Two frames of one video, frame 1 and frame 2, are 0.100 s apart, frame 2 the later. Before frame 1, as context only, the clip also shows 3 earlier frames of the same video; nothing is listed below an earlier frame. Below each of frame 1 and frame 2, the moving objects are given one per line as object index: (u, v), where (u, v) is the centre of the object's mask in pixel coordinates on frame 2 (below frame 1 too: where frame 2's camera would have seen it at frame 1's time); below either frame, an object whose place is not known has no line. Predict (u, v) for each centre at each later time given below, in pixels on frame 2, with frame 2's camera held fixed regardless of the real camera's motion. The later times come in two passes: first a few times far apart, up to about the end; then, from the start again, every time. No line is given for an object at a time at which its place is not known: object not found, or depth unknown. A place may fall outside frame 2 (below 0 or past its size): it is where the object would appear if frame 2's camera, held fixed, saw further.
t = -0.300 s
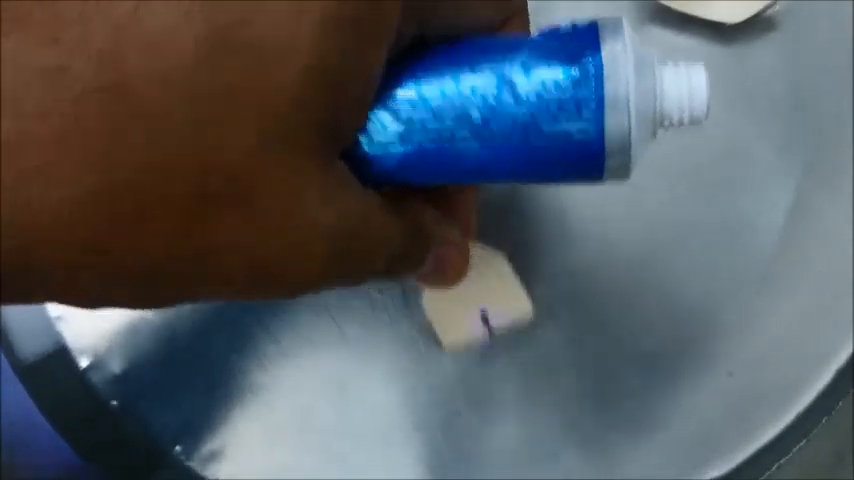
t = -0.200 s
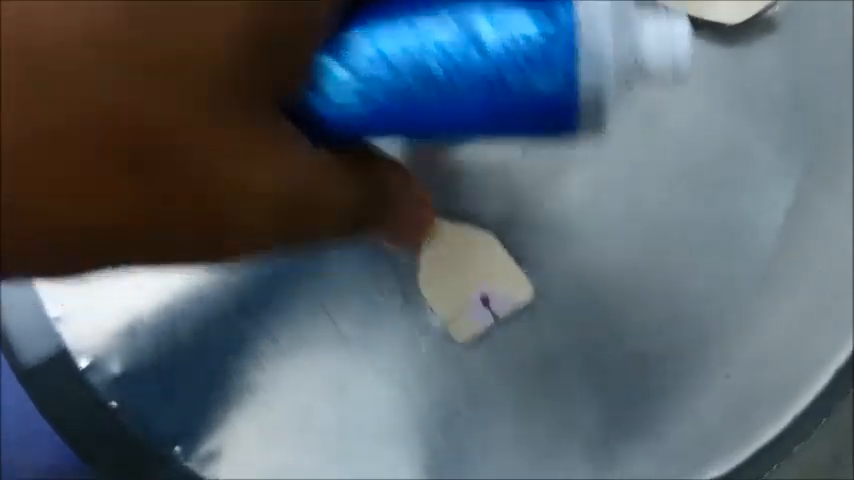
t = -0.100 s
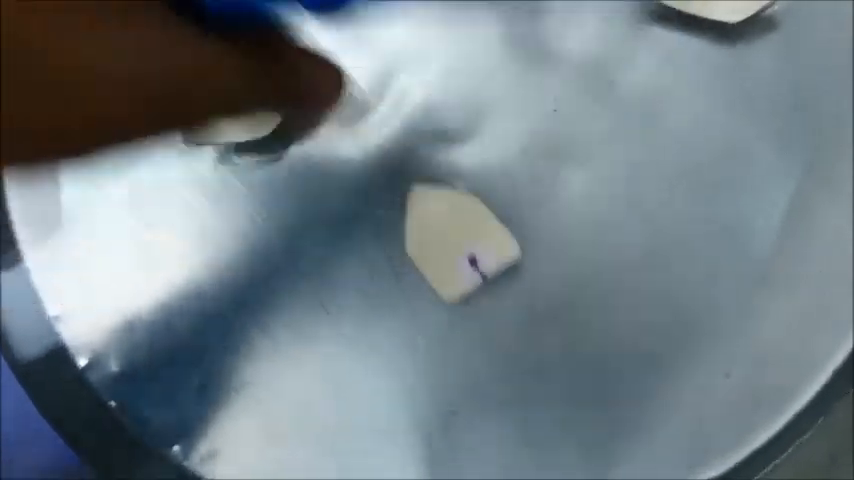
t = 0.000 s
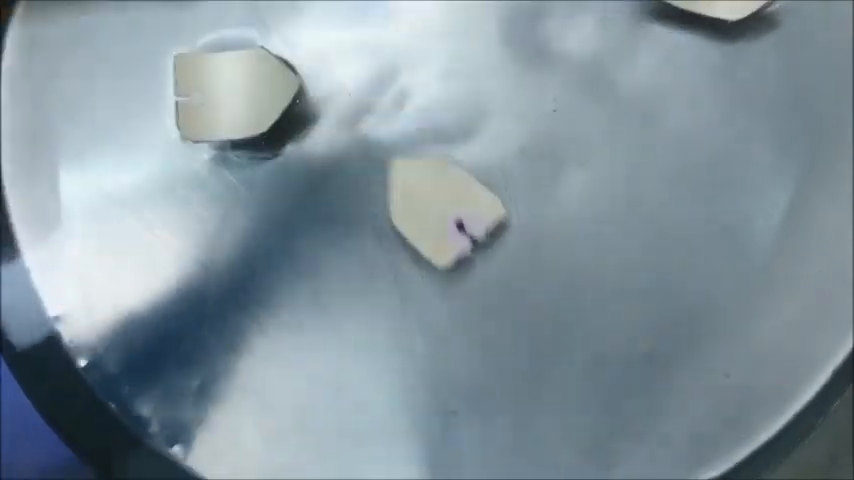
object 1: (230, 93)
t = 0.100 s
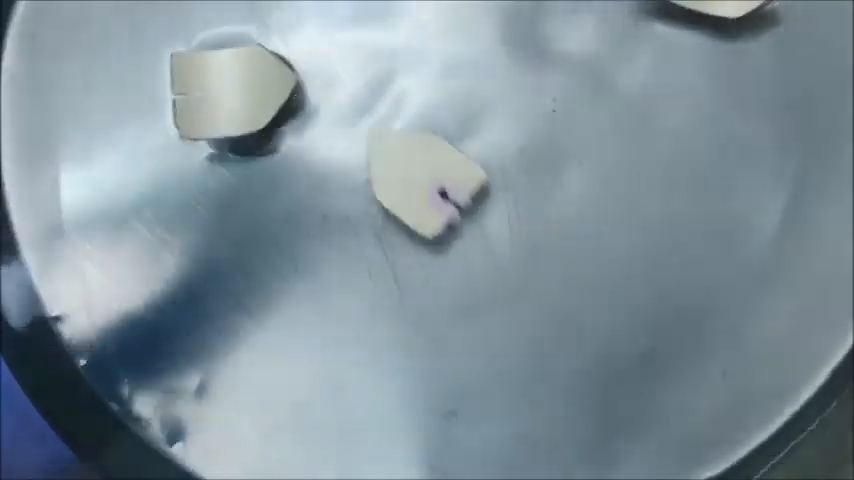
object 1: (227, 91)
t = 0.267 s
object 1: (222, 85)
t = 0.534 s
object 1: (209, 88)
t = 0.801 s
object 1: (189, 81)
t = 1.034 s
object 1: (178, 74)
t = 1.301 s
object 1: (166, 64)
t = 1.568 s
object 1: (153, 62)
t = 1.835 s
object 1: (142, 67)
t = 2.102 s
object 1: (132, 73)
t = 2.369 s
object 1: (129, 71)
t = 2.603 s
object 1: (126, 63)
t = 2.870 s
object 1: (126, 56)
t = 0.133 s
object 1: (226, 90)
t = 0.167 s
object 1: (226, 88)
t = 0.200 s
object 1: (224, 86)
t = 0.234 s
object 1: (223, 85)
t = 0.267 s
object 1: (222, 85)
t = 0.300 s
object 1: (221, 85)
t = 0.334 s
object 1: (220, 85)
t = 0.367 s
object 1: (218, 85)
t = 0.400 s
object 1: (217, 86)
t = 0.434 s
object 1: (215, 87)
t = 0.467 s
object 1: (214, 88)
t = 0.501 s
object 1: (212, 88)
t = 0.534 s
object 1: (209, 88)
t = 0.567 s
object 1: (206, 89)
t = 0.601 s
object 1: (203, 89)
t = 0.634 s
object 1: (200, 87)
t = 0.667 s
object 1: (198, 86)
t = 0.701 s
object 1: (196, 85)
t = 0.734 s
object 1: (193, 84)
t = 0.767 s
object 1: (191, 83)
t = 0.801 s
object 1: (189, 81)
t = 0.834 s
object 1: (186, 80)
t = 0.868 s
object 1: (184, 79)
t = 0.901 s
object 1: (183, 78)
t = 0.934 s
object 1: (182, 77)
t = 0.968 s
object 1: (180, 76)
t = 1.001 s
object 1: (178, 74)
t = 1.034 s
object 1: (178, 74)
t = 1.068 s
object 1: (176, 73)
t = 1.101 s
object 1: (174, 72)
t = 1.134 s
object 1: (173, 71)
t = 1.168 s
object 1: (171, 69)
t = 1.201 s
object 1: (170, 68)
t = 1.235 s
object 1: (169, 66)
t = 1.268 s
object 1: (168, 65)
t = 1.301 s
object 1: (166, 64)
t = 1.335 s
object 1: (164, 63)
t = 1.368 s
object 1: (162, 62)
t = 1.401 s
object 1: (161, 62)
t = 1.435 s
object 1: (160, 62)
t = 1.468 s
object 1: (157, 62)
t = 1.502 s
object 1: (156, 62)
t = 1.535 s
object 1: (155, 62)
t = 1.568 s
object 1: (153, 62)
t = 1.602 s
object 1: (151, 62)
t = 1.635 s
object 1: (150, 62)
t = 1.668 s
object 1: (149, 63)
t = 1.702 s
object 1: (147, 64)
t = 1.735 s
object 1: (146, 65)
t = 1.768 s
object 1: (145, 65)
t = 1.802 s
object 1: (144, 66)
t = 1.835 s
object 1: (142, 67)
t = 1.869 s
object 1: (141, 68)
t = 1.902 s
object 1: (139, 69)
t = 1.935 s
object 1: (138, 70)
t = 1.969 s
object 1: (137, 71)
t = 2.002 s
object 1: (136, 72)
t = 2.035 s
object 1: (134, 73)
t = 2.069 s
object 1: (134, 73)
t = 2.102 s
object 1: (132, 73)
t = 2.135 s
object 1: (131, 74)
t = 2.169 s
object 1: (131, 74)
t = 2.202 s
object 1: (130, 74)
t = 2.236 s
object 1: (130, 74)
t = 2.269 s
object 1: (130, 73)
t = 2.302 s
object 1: (130, 73)
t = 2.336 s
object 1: (130, 72)
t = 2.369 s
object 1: (129, 71)
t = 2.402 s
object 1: (129, 71)
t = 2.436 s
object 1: (129, 69)
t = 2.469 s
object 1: (128, 68)
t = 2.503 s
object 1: (128, 67)
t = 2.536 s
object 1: (127, 65)
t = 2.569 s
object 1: (126, 64)
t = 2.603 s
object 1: (126, 63)
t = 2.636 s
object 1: (126, 61)
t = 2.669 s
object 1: (126, 59)
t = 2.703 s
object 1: (126, 59)
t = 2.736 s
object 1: (126, 59)
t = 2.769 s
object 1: (126, 58)
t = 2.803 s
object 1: (126, 58)
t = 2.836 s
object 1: (126, 57)
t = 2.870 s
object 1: (126, 56)
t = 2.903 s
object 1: (125, 55)
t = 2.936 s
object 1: (124, 55)
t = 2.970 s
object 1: (124, 55)
